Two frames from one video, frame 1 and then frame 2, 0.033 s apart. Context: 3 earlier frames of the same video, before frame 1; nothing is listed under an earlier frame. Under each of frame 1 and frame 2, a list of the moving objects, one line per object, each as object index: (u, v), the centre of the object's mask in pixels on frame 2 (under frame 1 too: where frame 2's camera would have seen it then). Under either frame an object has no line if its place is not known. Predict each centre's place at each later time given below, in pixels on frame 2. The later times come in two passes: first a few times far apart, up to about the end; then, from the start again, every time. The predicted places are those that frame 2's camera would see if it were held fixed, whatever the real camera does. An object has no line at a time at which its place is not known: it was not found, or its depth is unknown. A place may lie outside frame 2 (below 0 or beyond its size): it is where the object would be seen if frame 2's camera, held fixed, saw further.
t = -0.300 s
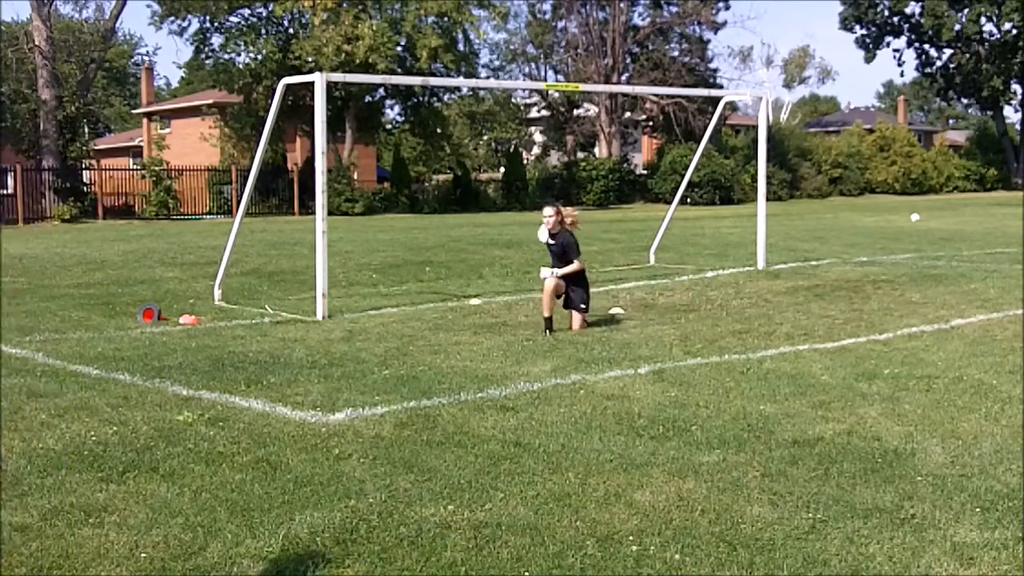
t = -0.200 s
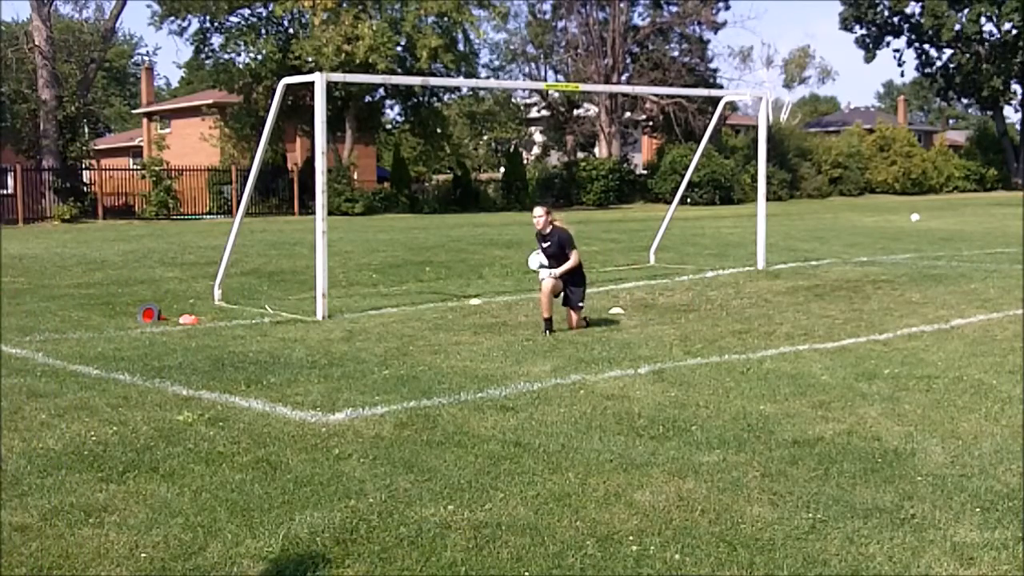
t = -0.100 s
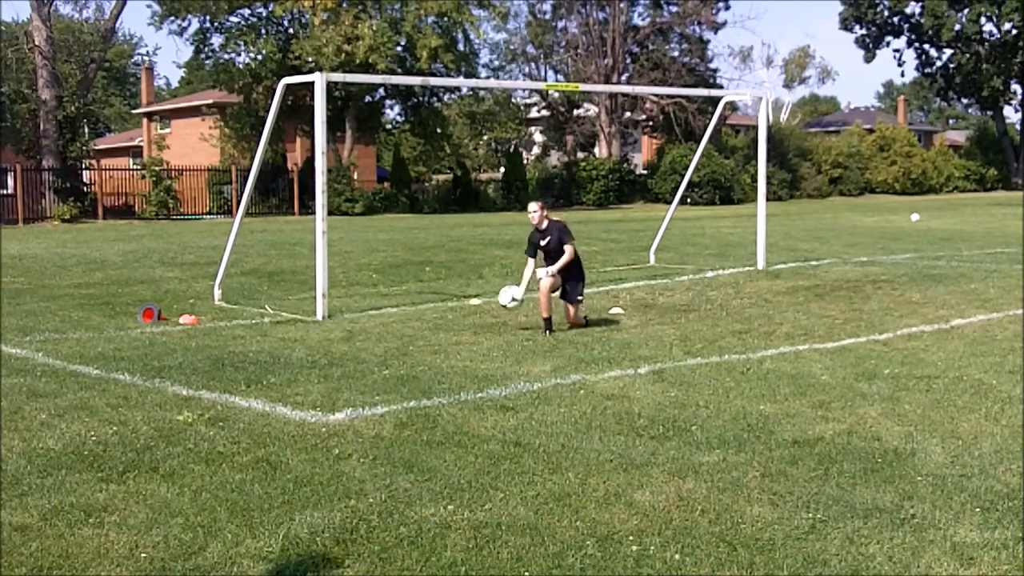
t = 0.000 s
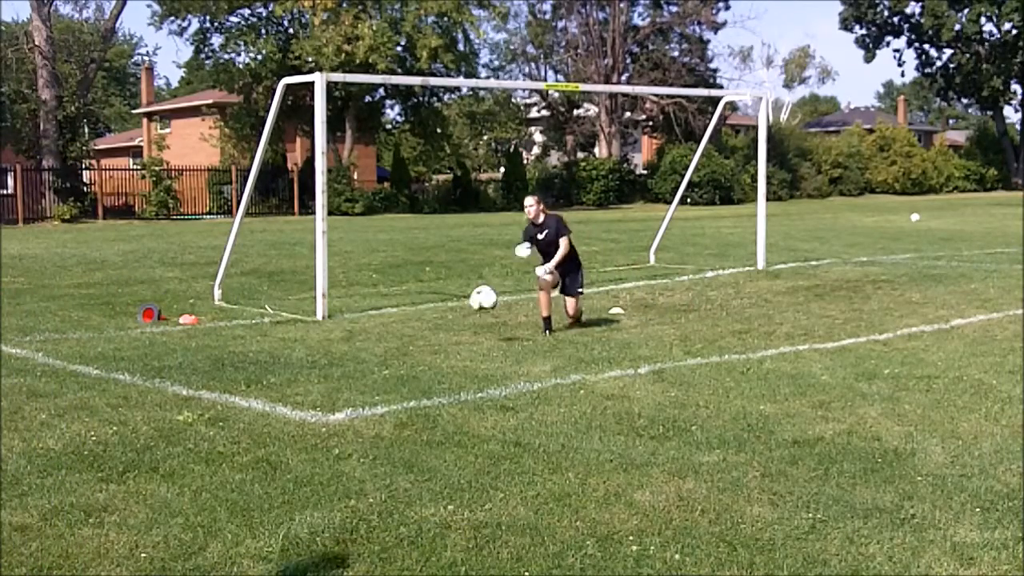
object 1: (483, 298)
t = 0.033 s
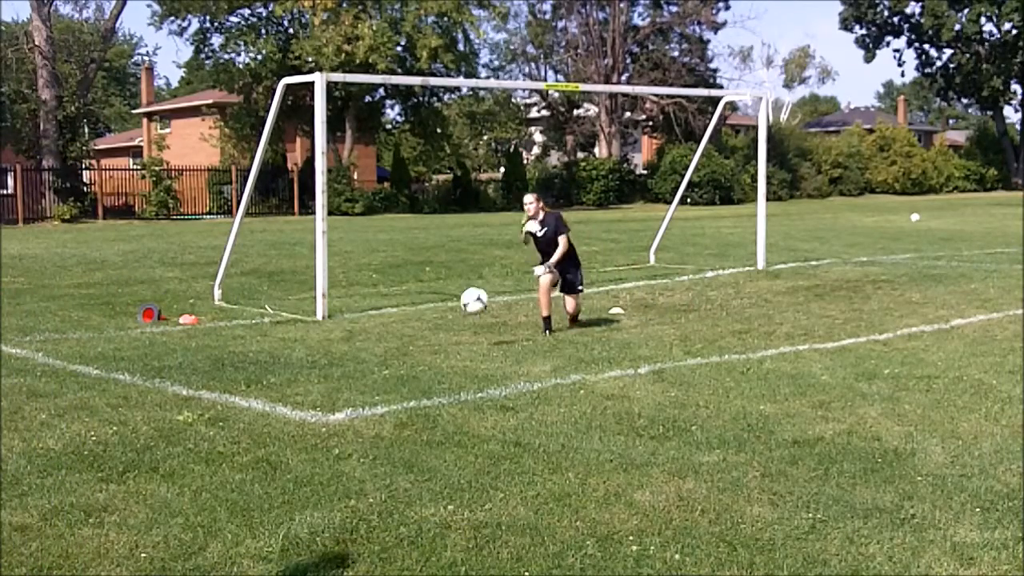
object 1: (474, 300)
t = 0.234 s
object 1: (401, 351)
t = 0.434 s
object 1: (316, 380)
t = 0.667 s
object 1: (192, 458)
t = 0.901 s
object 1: (24, 529)
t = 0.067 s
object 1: (463, 303)
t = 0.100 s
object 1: (453, 309)
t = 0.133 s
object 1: (441, 316)
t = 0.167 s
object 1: (429, 326)
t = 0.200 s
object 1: (415, 336)
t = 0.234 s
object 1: (401, 351)
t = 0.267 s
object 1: (386, 368)
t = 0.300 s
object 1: (371, 383)
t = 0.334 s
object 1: (358, 382)
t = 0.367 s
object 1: (346, 381)
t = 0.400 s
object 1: (331, 379)
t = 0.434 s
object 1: (316, 380)
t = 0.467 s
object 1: (302, 383)
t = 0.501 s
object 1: (285, 389)
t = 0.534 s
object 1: (268, 398)
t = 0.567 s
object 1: (251, 408)
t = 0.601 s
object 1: (232, 421)
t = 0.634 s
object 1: (213, 440)
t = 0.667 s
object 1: (192, 458)
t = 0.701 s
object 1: (171, 468)
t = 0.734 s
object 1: (150, 474)
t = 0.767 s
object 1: (126, 478)
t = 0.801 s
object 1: (102, 487)
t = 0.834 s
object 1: (76, 496)
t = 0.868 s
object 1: (47, 511)
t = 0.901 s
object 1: (24, 529)
